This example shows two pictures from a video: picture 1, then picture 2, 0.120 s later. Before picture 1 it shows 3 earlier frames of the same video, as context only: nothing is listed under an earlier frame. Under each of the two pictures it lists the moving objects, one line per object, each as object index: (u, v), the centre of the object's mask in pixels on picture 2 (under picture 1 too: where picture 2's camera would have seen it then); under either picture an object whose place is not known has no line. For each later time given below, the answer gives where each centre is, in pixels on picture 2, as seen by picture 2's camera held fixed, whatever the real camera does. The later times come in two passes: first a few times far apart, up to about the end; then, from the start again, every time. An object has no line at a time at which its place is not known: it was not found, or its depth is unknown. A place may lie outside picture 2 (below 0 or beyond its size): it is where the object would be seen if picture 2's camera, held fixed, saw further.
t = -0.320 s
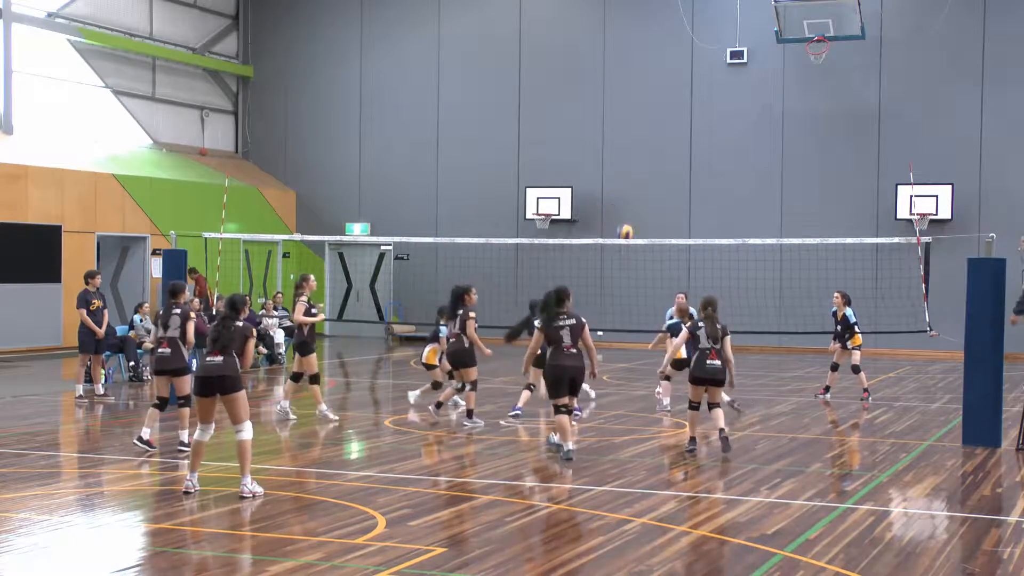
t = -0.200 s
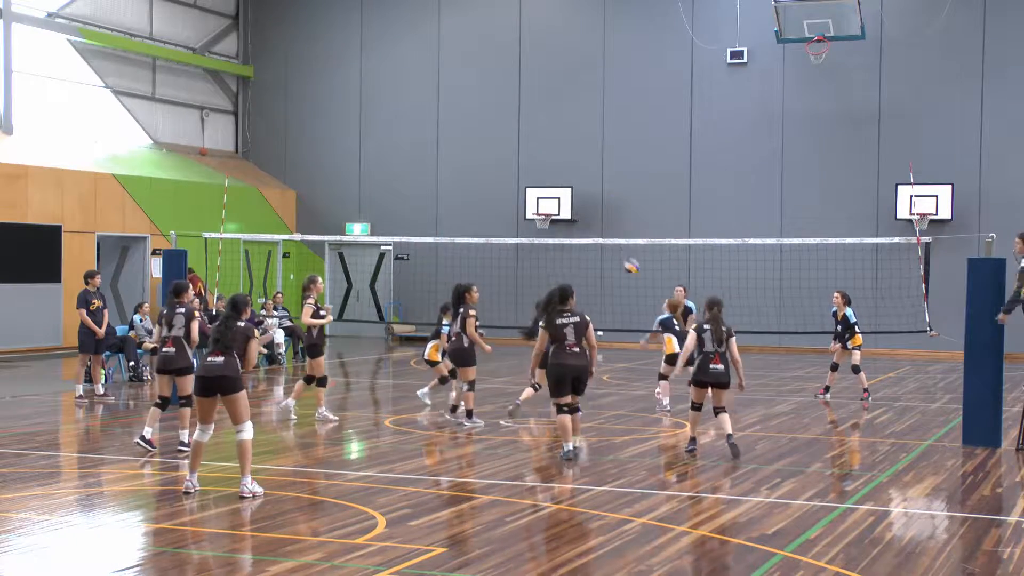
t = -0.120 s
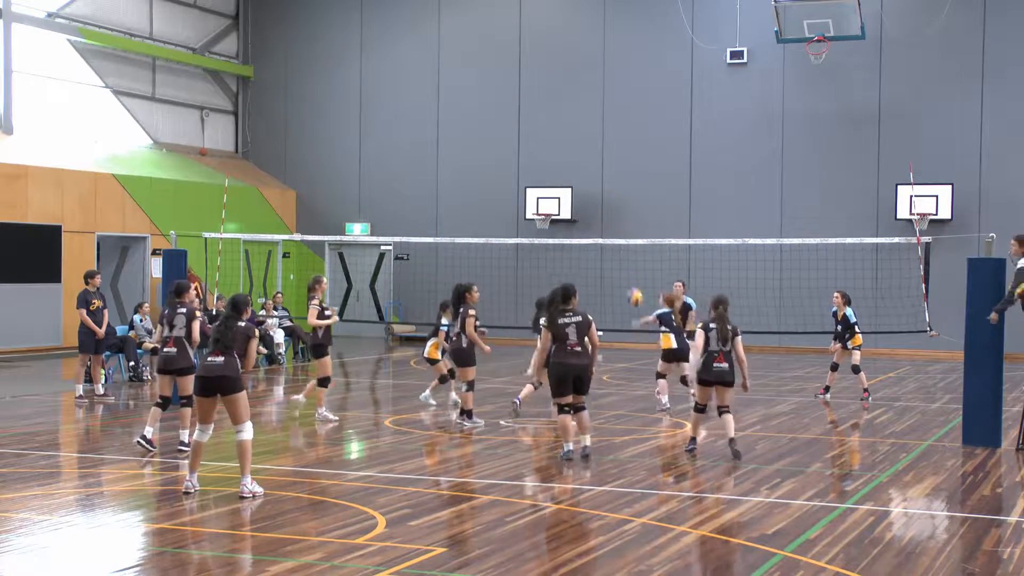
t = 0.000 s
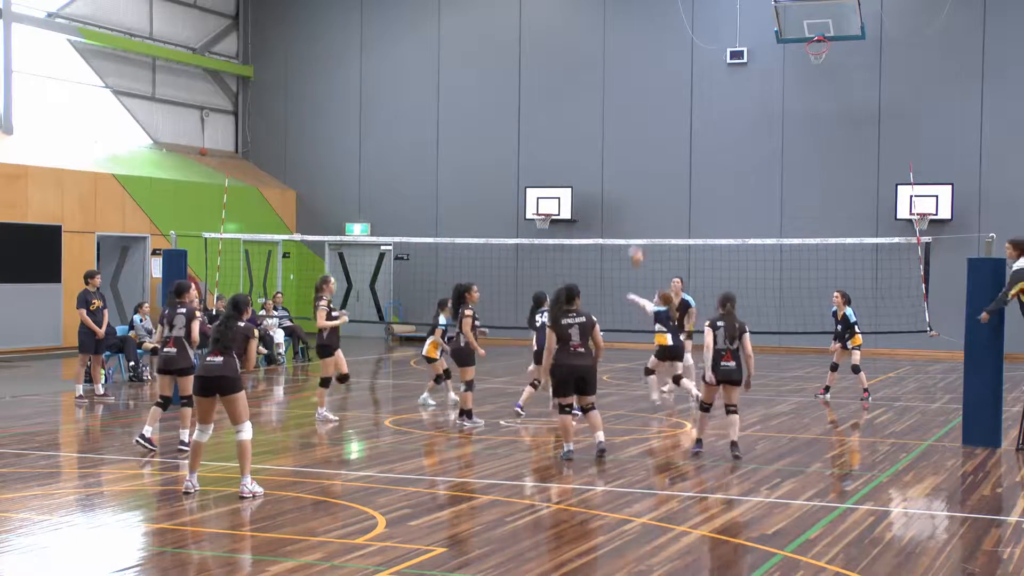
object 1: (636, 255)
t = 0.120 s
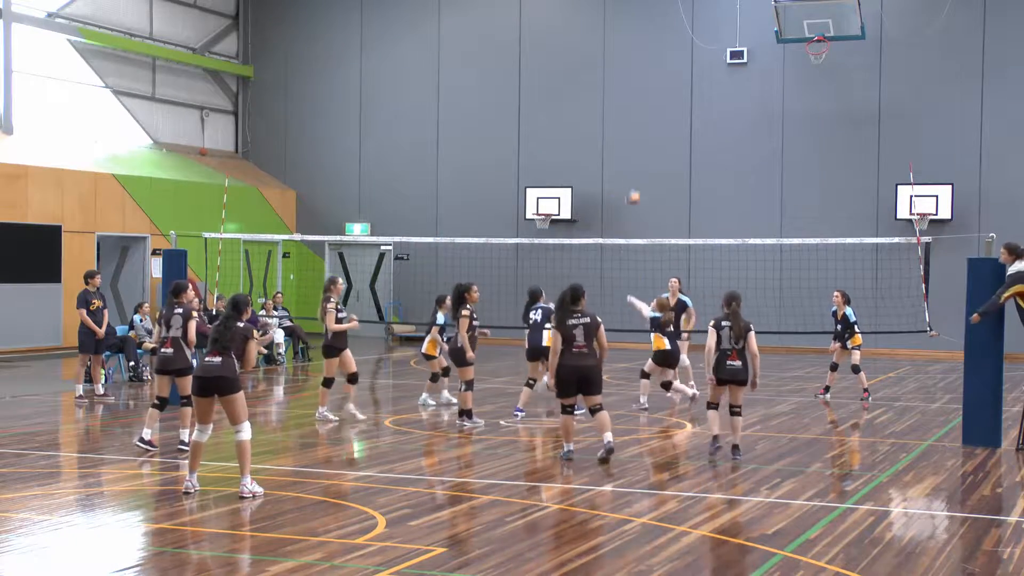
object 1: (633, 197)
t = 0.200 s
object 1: (632, 166)
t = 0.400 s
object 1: (629, 110)
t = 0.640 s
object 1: (623, 80)
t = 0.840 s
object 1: (619, 89)
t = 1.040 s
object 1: (615, 124)
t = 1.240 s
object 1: (609, 191)
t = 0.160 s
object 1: (632, 182)
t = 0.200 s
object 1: (632, 166)
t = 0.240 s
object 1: (631, 151)
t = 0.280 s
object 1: (630, 137)
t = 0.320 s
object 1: (630, 129)
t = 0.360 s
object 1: (629, 117)
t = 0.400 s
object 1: (629, 110)
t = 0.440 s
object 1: (626, 100)
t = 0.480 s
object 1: (626, 94)
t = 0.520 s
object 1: (625, 89)
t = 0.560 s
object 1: (624, 85)
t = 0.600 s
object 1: (624, 82)
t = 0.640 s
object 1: (623, 80)
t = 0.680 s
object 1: (623, 79)
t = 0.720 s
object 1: (622, 80)
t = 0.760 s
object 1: (621, 82)
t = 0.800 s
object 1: (620, 85)
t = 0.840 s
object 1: (619, 89)
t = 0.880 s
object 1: (618, 94)
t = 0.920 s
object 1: (617, 100)
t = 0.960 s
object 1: (616, 108)
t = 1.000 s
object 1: (615, 117)
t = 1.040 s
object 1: (615, 124)
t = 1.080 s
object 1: (614, 137)
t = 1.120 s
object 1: (612, 149)
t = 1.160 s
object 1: (610, 161)
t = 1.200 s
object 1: (608, 177)
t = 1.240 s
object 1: (609, 191)
